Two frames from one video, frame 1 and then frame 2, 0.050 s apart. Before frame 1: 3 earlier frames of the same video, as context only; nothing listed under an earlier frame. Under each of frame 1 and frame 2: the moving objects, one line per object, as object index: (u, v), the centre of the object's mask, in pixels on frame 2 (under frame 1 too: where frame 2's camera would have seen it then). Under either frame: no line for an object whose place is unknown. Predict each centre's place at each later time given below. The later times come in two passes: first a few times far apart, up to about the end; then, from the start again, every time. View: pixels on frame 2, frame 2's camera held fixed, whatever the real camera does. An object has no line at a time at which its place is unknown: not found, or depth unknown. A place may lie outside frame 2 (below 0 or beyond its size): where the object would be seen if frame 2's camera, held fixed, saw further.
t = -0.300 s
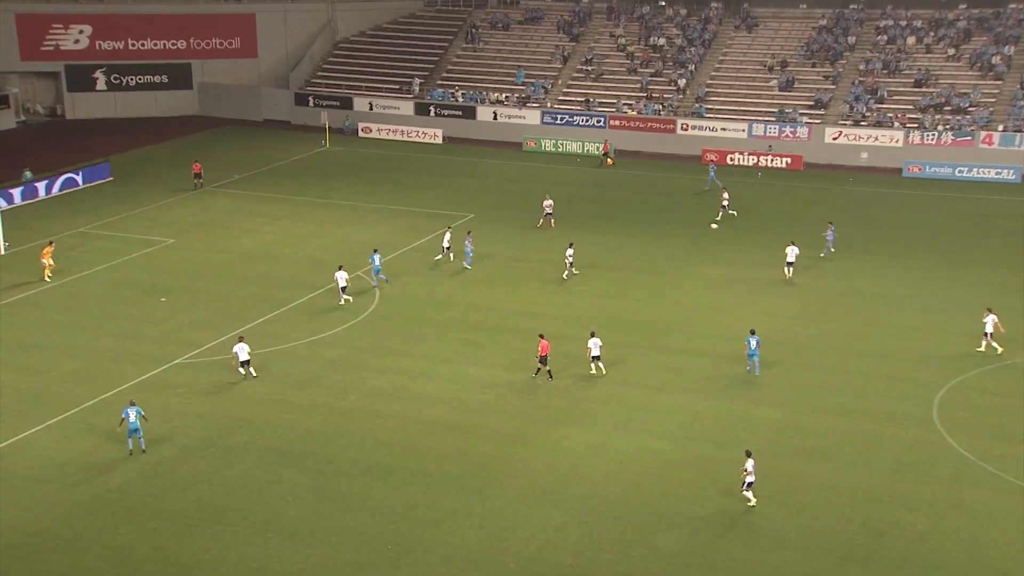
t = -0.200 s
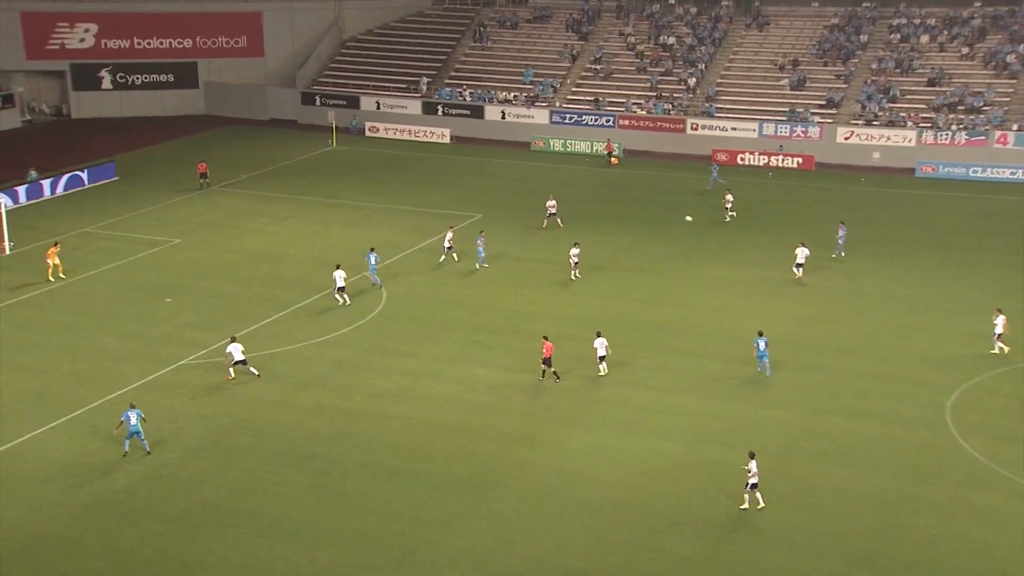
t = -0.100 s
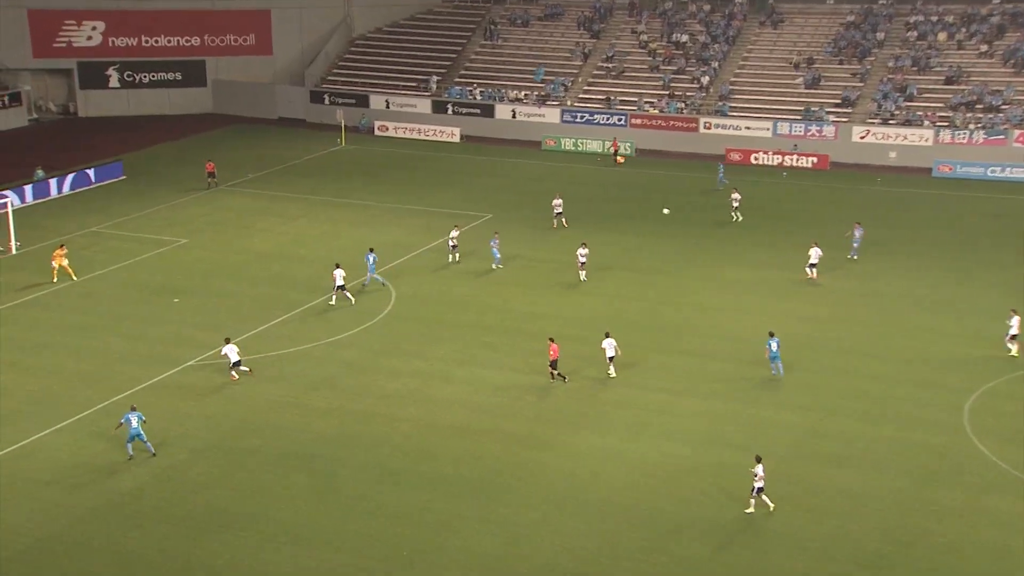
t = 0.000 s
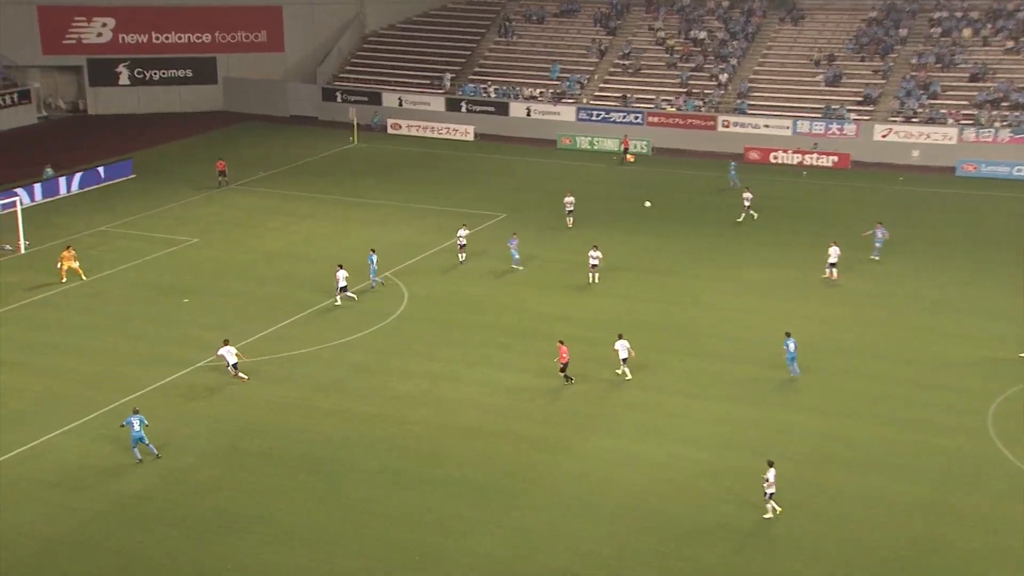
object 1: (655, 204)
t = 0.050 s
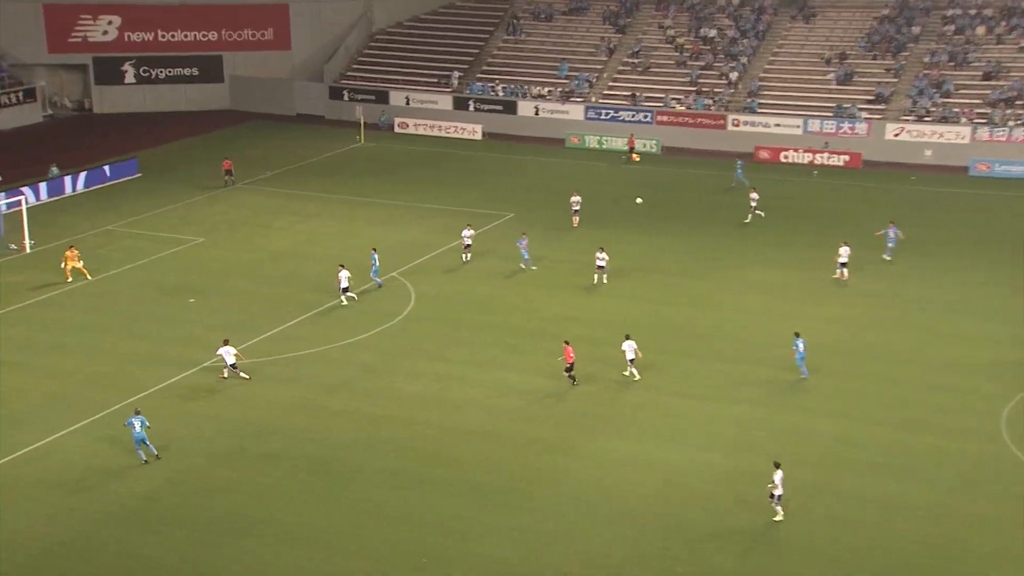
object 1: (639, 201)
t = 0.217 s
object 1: (582, 191)
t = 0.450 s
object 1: (504, 184)
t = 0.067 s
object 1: (633, 200)
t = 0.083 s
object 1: (627, 198)
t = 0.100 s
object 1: (621, 198)
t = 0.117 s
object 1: (616, 197)
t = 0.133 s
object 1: (610, 196)
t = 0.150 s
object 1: (605, 194)
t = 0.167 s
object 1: (599, 194)
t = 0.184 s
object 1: (593, 193)
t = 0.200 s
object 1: (588, 192)
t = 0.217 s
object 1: (582, 191)
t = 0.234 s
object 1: (576, 190)
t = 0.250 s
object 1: (571, 190)
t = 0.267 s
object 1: (565, 189)
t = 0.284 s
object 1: (559, 189)
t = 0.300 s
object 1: (554, 188)
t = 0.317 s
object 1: (548, 188)
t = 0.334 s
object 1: (543, 187)
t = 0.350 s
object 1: (537, 186)
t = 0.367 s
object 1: (532, 186)
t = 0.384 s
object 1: (526, 185)
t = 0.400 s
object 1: (521, 185)
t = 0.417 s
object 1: (515, 184)
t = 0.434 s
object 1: (510, 185)
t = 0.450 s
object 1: (504, 184)
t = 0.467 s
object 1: (499, 184)
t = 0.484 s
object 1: (493, 184)
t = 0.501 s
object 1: (487, 184)
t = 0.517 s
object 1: (482, 184)
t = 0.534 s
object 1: (476, 183)
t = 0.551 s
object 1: (471, 184)
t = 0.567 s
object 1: (465, 184)
